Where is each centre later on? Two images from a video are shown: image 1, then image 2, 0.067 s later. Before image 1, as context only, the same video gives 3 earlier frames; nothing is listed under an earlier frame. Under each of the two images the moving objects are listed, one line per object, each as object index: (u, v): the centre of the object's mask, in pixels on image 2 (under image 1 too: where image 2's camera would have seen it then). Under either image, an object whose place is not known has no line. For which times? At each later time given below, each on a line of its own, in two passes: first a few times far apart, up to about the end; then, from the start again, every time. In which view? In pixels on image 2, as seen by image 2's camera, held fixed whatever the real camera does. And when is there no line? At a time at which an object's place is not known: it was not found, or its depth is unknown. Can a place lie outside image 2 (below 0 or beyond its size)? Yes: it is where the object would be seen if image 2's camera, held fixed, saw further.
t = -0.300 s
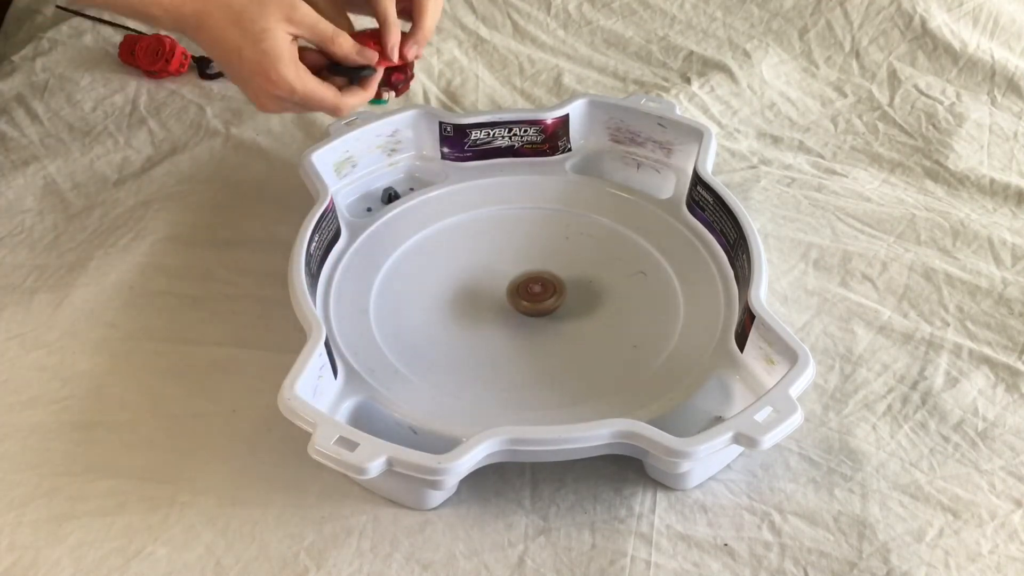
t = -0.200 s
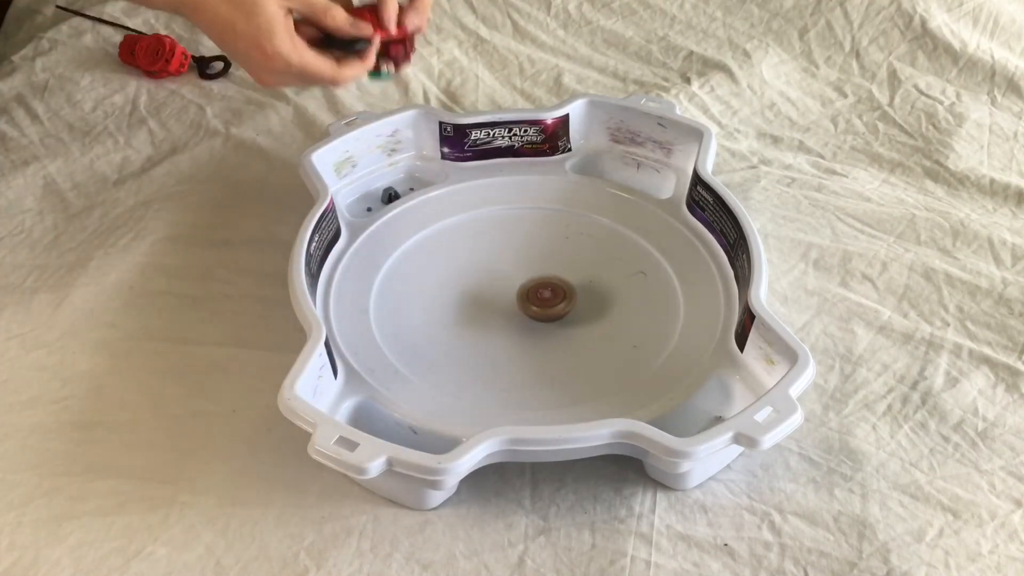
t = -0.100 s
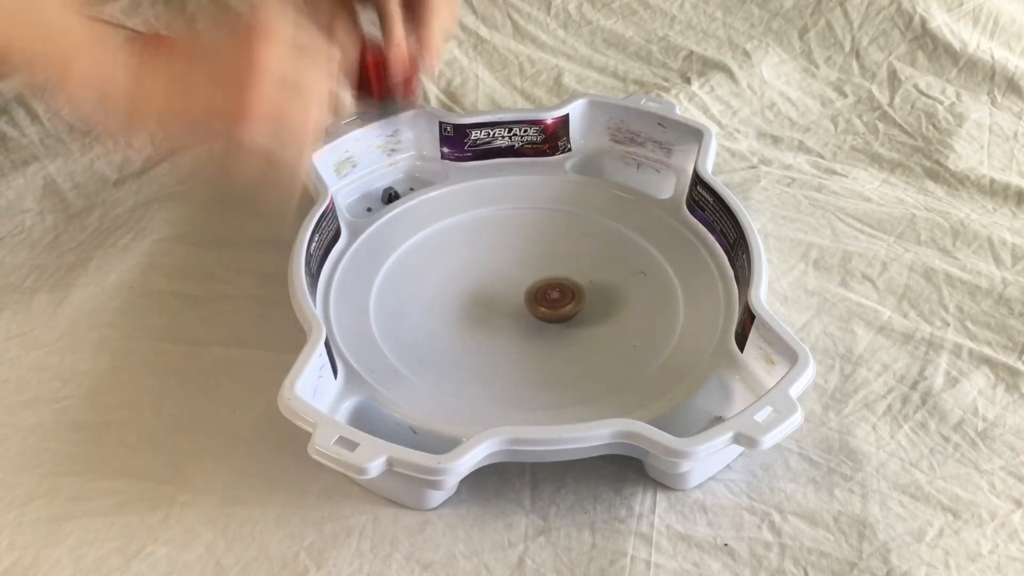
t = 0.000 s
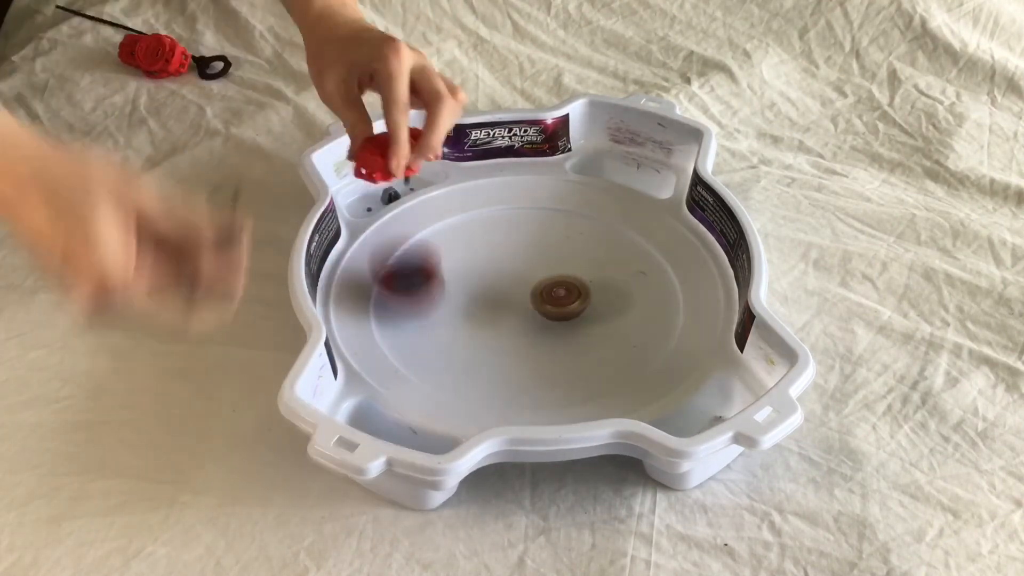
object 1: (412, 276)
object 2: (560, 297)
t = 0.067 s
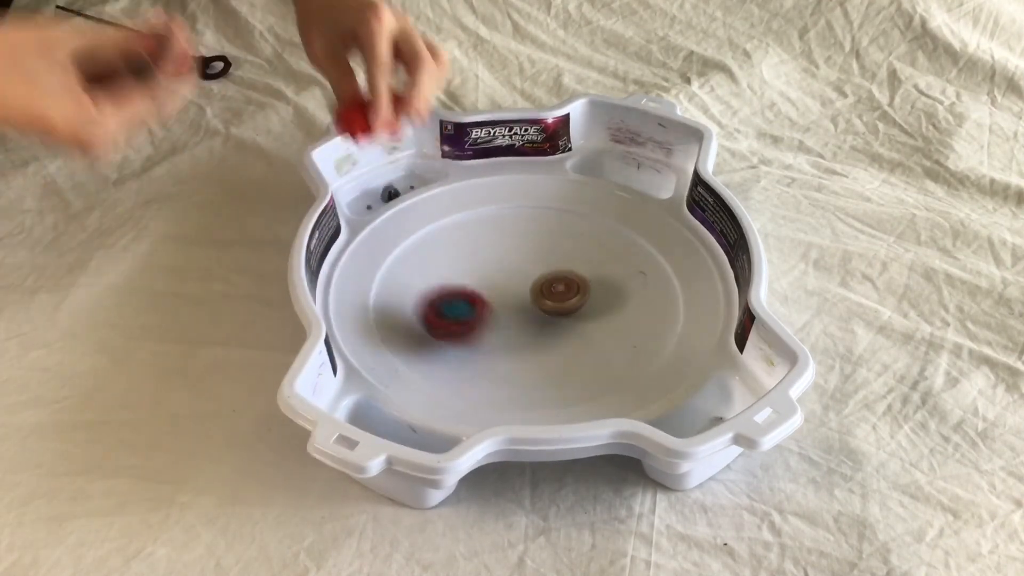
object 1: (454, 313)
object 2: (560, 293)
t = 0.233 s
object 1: (589, 350)
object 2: (547, 291)
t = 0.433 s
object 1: (652, 253)
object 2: (532, 304)
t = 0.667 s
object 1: (450, 209)
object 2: (539, 313)
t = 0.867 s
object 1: (430, 354)
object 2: (539, 305)
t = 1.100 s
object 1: (672, 289)
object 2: (514, 301)
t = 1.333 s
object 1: (449, 210)
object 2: (499, 309)
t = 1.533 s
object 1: (428, 355)
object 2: (509, 309)
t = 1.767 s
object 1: (668, 310)
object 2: (507, 292)
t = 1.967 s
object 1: (584, 202)
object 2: (491, 283)
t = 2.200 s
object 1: (398, 248)
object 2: (488, 290)
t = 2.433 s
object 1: (490, 377)
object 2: (508, 283)
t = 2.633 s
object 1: (656, 328)
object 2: (510, 273)
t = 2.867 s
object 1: (602, 209)
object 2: (506, 274)
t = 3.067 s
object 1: (432, 219)
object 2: (520, 279)
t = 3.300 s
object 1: (427, 348)
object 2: (536, 276)
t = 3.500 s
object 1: (626, 350)
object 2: (536, 273)
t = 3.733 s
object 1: (621, 218)
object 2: (536, 286)
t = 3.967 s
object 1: (430, 220)
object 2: (551, 294)
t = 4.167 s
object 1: (402, 330)
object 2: (550, 292)
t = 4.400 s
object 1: (612, 356)
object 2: (537, 299)
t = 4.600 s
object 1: (653, 244)
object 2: (532, 307)
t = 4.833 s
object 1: (482, 201)
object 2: (531, 309)
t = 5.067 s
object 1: (388, 299)
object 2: (521, 304)
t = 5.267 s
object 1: (525, 367)
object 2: (507, 299)
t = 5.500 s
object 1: (653, 273)
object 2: (498, 298)
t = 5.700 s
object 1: (554, 200)
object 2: (501, 295)
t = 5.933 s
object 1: (409, 243)
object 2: (505, 285)
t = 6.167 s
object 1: (462, 349)
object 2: (500, 277)
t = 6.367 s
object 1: (616, 327)
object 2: (502, 281)
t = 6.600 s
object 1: (592, 220)
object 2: (518, 282)
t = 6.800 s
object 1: (470, 213)
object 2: (531, 281)
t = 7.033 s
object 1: (420, 308)
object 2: (537, 279)
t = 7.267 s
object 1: (570, 345)
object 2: (536, 284)
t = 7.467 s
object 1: (622, 268)
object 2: (538, 292)
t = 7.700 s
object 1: (513, 225)
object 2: (542, 298)
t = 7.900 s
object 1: (441, 281)
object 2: (541, 300)
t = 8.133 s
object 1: (513, 340)
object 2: (538, 293)
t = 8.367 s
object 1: (591, 331)
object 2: (536, 257)
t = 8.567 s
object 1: (590, 280)
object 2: (516, 252)
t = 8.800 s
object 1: (572, 275)
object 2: (404, 237)
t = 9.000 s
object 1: (535, 284)
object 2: (405, 288)
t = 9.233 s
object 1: (529, 320)
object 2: (461, 309)
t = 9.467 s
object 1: (580, 313)
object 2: (510, 294)
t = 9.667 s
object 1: (598, 292)
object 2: (520, 252)
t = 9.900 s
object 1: (547, 298)
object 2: (525, 211)
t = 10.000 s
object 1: (534, 329)
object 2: (507, 200)
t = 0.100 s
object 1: (480, 336)
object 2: (559, 292)
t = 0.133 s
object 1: (506, 347)
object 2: (557, 291)
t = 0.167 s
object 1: (534, 354)
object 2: (555, 291)
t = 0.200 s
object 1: (562, 355)
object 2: (551, 291)
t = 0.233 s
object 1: (589, 350)
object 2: (547, 291)
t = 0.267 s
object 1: (615, 342)
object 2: (543, 292)
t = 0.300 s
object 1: (634, 329)
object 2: (539, 294)
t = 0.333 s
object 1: (649, 313)
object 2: (536, 296)
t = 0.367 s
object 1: (657, 293)
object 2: (534, 298)
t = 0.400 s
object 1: (658, 273)
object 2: (533, 301)
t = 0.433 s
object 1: (652, 253)
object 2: (532, 304)
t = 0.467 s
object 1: (639, 233)
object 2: (531, 306)
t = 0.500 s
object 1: (621, 216)
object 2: (531, 309)
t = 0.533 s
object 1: (590, 205)
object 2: (532, 311)
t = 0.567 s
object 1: (557, 196)
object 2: (533, 312)
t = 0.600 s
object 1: (521, 195)
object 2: (535, 313)
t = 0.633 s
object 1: (485, 199)
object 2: (537, 313)
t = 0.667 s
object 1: (450, 209)
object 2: (539, 313)
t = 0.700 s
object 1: (420, 225)
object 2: (541, 313)
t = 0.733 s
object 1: (395, 248)
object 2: (542, 312)
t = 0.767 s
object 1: (384, 276)
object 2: (543, 310)
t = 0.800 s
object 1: (386, 305)
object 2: (542, 309)
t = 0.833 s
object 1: (401, 331)
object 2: (541, 307)
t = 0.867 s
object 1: (430, 354)
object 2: (539, 305)
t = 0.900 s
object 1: (470, 371)
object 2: (536, 304)
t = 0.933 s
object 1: (516, 379)
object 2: (532, 303)
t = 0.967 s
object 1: (565, 378)
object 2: (528, 302)
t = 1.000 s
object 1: (607, 364)
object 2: (525, 302)
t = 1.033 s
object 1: (642, 344)
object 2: (522, 301)
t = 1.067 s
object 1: (664, 319)
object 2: (518, 301)
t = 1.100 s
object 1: (672, 289)
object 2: (514, 301)
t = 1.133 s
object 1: (665, 260)
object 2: (510, 302)
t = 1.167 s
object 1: (646, 234)
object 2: (506, 303)
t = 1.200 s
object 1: (616, 214)
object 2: (503, 304)
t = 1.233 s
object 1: (577, 200)
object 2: (501, 305)
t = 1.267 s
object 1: (535, 195)
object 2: (500, 306)
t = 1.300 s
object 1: (489, 198)
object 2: (499, 308)
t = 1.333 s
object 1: (449, 210)
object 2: (499, 309)
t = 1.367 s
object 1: (418, 228)
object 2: (500, 310)
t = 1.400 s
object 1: (393, 252)
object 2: (501, 311)
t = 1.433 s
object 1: (383, 279)
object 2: (503, 311)
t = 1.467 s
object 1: (385, 307)
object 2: (505, 311)
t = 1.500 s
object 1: (401, 333)
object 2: (507, 310)
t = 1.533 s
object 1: (428, 355)
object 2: (509, 309)
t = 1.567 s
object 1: (464, 371)
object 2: (510, 307)
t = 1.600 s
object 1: (507, 379)
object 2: (511, 304)
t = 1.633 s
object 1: (552, 378)
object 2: (511, 302)
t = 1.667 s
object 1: (594, 367)
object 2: (510, 299)
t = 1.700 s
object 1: (630, 352)
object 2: (509, 297)
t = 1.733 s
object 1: (655, 332)
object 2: (508, 295)
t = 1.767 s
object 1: (668, 310)
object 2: (507, 292)
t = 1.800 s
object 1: (672, 286)
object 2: (505, 290)
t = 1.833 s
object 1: (667, 263)
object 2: (503, 288)
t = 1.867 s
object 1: (654, 242)
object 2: (500, 286)
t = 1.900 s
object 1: (635, 225)
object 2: (497, 285)
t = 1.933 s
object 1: (612, 213)
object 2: (494, 284)
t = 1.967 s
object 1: (584, 202)
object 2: (491, 283)
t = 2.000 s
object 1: (557, 197)
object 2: (488, 284)
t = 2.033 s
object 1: (527, 195)
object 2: (485, 284)
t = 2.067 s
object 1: (497, 197)
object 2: (484, 285)
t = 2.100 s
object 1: (467, 204)
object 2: (483, 286)
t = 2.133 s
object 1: (441, 214)
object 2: (484, 287)
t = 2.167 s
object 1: (417, 229)
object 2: (485, 289)
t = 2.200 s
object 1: (398, 248)
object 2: (488, 290)
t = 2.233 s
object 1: (387, 268)
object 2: (491, 290)
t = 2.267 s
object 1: (383, 291)
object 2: (494, 291)
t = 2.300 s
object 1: (389, 314)
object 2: (498, 290)
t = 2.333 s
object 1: (403, 335)
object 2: (501, 289)
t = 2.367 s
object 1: (425, 353)
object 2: (504, 287)
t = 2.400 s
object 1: (455, 367)
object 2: (506, 285)
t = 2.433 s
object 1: (490, 377)
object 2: (508, 283)
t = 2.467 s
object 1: (526, 379)
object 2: (509, 281)
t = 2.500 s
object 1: (562, 377)
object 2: (510, 279)
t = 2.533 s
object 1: (594, 368)
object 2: (510, 278)
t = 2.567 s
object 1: (621, 358)
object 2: (510, 276)
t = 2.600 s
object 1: (642, 344)
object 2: (510, 275)
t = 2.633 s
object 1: (656, 328)
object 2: (510, 273)
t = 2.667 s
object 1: (666, 309)
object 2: (509, 272)
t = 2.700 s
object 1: (670, 288)
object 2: (508, 272)
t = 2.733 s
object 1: (669, 270)
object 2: (507, 271)
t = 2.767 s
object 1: (661, 252)
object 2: (506, 271)
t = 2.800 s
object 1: (645, 236)
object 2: (506, 272)
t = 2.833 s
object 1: (627, 221)
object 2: (506, 273)
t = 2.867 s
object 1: (602, 209)
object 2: (506, 274)
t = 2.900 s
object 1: (574, 201)
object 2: (508, 276)
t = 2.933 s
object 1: (542, 196)
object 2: (510, 277)
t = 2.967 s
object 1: (511, 196)
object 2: (512, 277)
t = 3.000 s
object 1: (482, 200)
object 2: (515, 278)
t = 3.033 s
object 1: (455, 208)
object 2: (517, 278)
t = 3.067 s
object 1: (432, 219)
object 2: (520, 279)
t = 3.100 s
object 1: (411, 234)
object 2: (523, 279)
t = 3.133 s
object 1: (395, 251)
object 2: (525, 279)
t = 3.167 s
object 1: (386, 270)
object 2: (528, 279)
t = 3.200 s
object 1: (384, 291)
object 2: (531, 278)
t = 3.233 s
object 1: (390, 312)
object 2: (533, 278)
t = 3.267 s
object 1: (405, 331)
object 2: (534, 277)
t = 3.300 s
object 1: (427, 348)
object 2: (536, 276)
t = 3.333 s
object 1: (455, 361)
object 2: (537, 275)
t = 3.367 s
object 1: (488, 371)
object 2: (538, 274)
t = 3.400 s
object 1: (526, 374)
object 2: (538, 274)
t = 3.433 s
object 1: (563, 371)
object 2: (537, 273)
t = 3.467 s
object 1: (596, 362)
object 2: (537, 273)
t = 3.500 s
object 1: (626, 350)
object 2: (536, 273)
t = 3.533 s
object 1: (648, 333)
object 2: (535, 274)
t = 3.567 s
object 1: (666, 313)
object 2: (534, 276)
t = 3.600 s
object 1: (672, 291)
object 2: (534, 277)
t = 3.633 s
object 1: (668, 269)
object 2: (534, 280)
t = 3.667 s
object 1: (658, 249)
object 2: (534, 282)
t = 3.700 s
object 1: (642, 232)
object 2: (534, 284)
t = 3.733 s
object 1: (621, 218)
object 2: (536, 286)
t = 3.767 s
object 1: (595, 207)
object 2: (538, 288)
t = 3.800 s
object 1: (567, 198)
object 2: (540, 290)
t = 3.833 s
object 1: (538, 195)
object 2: (542, 292)
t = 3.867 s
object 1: (509, 196)
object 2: (545, 293)
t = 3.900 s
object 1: (480, 201)
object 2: (547, 294)
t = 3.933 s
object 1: (453, 209)
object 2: (549, 294)
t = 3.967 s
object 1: (430, 220)
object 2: (551, 294)
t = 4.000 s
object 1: (411, 234)
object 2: (552, 294)
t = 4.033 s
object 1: (395, 251)
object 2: (552, 293)
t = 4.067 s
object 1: (387, 269)
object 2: (553, 293)
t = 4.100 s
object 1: (385, 289)
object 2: (552, 293)
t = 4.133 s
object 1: (390, 310)
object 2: (552, 292)
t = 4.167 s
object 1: (402, 330)
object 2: (550, 292)
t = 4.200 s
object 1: (422, 346)
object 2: (548, 292)
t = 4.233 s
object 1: (448, 361)
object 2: (546, 293)
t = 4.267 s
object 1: (479, 369)
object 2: (543, 293)
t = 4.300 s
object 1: (514, 374)
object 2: (541, 294)
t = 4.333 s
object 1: (549, 373)
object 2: (539, 296)
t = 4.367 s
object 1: (584, 367)
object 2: (538, 297)
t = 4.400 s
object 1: (612, 356)
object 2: (537, 299)
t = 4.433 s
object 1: (636, 341)
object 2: (535, 300)
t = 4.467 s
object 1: (655, 323)
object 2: (535, 302)
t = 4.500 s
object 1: (666, 303)
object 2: (534, 303)
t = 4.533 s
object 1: (670, 283)
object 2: (533, 304)
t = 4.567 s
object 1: (667, 262)
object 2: (532, 306)
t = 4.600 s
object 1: (653, 244)
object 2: (532, 307)
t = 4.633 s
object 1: (636, 228)
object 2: (531, 308)
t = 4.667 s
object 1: (616, 214)
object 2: (531, 309)
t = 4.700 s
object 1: (589, 205)
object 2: (531, 309)
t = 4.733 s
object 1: (562, 198)
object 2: (531, 309)
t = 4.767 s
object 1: (535, 195)
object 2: (531, 309)
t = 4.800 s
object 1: (509, 196)
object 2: (531, 310)
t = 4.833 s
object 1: (482, 201)
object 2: (531, 309)
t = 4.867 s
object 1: (457, 207)
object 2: (531, 309)
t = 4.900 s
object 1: (435, 218)
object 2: (530, 308)
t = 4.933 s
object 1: (417, 230)
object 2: (529, 307)
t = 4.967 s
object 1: (401, 245)
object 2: (527, 306)
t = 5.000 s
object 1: (390, 261)
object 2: (525, 306)
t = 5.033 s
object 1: (386, 280)
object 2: (523, 305)
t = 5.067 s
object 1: (388, 299)
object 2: (521, 304)
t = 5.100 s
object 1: (397, 317)
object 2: (519, 303)
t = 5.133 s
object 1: (412, 334)
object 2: (517, 302)
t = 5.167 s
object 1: (433, 349)
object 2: (514, 301)
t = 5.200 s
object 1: (461, 361)
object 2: (512, 300)
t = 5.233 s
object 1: (493, 366)
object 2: (510, 300)
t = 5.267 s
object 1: (525, 367)
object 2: (507, 299)
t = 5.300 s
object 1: (556, 364)
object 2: (505, 299)
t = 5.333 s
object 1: (585, 357)
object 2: (504, 299)
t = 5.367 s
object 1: (609, 345)
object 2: (502, 299)
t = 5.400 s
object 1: (629, 330)
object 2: (501, 298)
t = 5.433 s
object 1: (644, 313)
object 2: (500, 298)
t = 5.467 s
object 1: (652, 293)
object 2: (499, 298)
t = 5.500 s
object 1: (653, 273)
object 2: (498, 298)
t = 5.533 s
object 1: (649, 254)
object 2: (498, 298)
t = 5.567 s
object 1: (638, 238)
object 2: (498, 298)
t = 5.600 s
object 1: (624, 223)
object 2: (498, 297)
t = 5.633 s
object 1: (605, 210)
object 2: (499, 297)
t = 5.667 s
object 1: (580, 202)
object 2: (499, 296)
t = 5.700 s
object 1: (554, 200)
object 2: (501, 295)
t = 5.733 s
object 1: (528, 198)
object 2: (502, 294)
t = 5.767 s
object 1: (503, 198)
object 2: (503, 293)
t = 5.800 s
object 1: (479, 200)
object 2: (504, 291)
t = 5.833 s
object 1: (458, 208)
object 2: (504, 290)
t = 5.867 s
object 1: (438, 218)
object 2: (504, 288)
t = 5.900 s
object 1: (422, 229)
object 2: (505, 287)
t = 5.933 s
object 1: (409, 243)
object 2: (505, 285)
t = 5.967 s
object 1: (401, 258)
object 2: (504, 283)
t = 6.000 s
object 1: (397, 274)
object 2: (504, 282)
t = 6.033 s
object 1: (398, 292)
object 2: (504, 280)
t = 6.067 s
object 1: (406, 309)
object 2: (503, 279)
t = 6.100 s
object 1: (419, 324)
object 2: (502, 278)
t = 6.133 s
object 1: (437, 339)
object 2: (501, 277)
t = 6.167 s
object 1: (462, 349)
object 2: (500, 277)
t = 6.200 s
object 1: (490, 356)
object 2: (499, 277)
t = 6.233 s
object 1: (518, 359)
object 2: (499, 278)
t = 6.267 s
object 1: (548, 357)
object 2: (498, 279)
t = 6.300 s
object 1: (574, 349)
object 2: (499, 280)
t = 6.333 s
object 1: (597, 339)
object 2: (501, 281)
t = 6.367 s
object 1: (616, 327)
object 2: (502, 281)
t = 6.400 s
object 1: (628, 311)
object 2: (505, 281)
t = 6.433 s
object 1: (636, 294)
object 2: (506, 281)
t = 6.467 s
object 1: (637, 277)
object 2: (508, 282)
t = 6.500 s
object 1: (633, 260)
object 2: (511, 282)
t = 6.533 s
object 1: (623, 244)
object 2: (513, 282)
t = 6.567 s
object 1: (609, 231)
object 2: (515, 282)
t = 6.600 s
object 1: (592, 220)
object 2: (518, 282)
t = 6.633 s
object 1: (573, 212)
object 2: (521, 282)
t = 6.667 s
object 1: (553, 207)
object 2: (523, 282)
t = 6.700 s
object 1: (532, 205)
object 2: (525, 282)
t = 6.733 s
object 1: (510, 205)
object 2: (527, 282)
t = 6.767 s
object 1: (490, 208)
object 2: (529, 281)
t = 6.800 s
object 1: (470, 213)
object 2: (531, 281)
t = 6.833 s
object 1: (453, 221)
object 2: (533, 280)
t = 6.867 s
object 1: (436, 232)
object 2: (534, 280)
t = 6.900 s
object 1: (425, 244)
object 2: (535, 280)
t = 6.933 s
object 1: (417, 258)
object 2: (536, 279)
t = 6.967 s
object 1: (413, 274)
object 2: (537, 279)
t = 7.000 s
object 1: (414, 291)
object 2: (537, 279)
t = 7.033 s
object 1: (420, 308)
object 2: (537, 279)
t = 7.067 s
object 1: (432, 322)
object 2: (537, 279)
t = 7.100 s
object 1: (451, 335)
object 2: (537, 279)
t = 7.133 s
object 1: (473, 345)
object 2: (537, 280)
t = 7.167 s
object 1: (498, 350)
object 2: (537, 280)
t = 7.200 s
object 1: (522, 352)
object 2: (537, 281)
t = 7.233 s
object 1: (547, 350)
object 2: (536, 282)
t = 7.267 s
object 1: (570, 345)
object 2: (536, 284)
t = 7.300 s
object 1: (589, 336)
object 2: (536, 285)
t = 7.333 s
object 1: (606, 324)
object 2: (536, 286)
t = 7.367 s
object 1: (617, 312)
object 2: (536, 288)
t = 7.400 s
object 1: (624, 298)
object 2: (536, 289)
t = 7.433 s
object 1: (625, 283)
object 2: (537, 291)
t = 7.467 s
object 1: (622, 268)
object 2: (538, 292)
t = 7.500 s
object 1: (615, 256)
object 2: (539, 293)
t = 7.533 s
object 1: (603, 244)
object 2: (539, 295)
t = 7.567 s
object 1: (588, 235)
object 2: (540, 296)
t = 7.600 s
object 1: (569, 227)
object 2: (541, 297)
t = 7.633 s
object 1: (551, 224)
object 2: (541, 298)
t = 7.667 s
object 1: (532, 223)
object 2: (542, 298)
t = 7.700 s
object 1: (513, 225)
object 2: (542, 298)
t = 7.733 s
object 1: (494, 229)
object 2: (542, 299)
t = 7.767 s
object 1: (477, 236)
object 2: (543, 299)
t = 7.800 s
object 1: (462, 245)
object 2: (542, 299)
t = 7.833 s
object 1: (451, 256)
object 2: (542, 299)
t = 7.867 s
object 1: (444, 268)
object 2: (542, 300)
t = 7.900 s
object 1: (441, 281)
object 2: (541, 300)
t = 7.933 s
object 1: (443, 293)
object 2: (540, 300)
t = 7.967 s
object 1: (449, 305)
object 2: (539, 300)
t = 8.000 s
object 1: (459, 316)
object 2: (538, 300)
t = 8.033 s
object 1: (473, 325)
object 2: (537, 300)
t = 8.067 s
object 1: (488, 332)
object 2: (536, 300)
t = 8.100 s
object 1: (503, 336)
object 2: (536, 298)
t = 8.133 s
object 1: (513, 340)
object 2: (538, 293)
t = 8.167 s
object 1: (522, 345)
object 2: (544, 284)
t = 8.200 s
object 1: (534, 347)
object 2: (547, 277)
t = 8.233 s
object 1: (546, 348)
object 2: (547, 271)
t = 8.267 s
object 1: (558, 346)
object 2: (546, 267)
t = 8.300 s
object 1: (570, 342)
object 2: (543, 263)
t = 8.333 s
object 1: (582, 337)
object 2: (540, 260)
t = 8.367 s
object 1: (591, 331)
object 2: (536, 257)
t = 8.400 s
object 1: (598, 323)
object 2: (533, 256)
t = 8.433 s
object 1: (603, 315)
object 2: (530, 254)
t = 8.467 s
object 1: (604, 305)
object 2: (527, 253)
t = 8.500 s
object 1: (602, 297)
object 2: (523, 252)
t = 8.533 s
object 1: (598, 288)
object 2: (520, 252)
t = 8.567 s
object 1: (590, 280)
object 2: (516, 252)
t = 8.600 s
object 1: (580, 273)
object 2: (513, 253)
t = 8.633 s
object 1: (572, 269)
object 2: (507, 251)
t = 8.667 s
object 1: (578, 272)
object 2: (477, 238)
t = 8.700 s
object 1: (581, 274)
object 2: (453, 228)
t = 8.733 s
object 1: (580, 275)
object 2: (432, 224)
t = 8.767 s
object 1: (577, 275)
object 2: (415, 224)
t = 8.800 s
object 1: (572, 275)
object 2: (404, 237)
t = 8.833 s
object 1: (567, 275)
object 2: (399, 251)
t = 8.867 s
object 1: (562, 275)
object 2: (396, 262)
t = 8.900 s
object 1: (556, 276)
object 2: (396, 271)
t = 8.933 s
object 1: (549, 277)
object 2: (397, 278)
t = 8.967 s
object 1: (542, 280)
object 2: (400, 283)
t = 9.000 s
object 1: (535, 284)
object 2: (405, 288)
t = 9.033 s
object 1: (529, 289)
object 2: (410, 292)
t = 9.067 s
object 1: (526, 294)
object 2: (416, 296)
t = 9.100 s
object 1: (523, 300)
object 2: (425, 300)
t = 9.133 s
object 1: (522, 306)
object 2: (433, 303)
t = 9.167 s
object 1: (522, 312)
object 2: (442, 306)
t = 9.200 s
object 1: (524, 317)
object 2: (451, 308)
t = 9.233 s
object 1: (529, 320)
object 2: (461, 309)
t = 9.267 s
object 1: (538, 325)
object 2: (466, 306)
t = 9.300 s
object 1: (546, 327)
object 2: (474, 305)
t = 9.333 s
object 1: (555, 327)
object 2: (481, 303)
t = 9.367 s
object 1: (564, 326)
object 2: (487, 302)
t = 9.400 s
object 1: (571, 323)
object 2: (495, 300)
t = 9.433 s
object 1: (577, 319)
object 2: (503, 297)
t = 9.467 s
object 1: (580, 313)
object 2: (510, 294)
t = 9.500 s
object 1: (581, 308)
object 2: (517, 290)
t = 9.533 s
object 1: (584, 303)
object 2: (518, 283)
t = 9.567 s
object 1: (590, 303)
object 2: (516, 272)
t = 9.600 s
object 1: (595, 300)
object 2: (516, 262)
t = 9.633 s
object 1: (597, 296)
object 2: (518, 256)
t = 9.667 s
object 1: (598, 292)
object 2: (520, 252)
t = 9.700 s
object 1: (595, 288)
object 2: (521, 248)
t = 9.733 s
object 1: (591, 285)
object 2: (522, 245)
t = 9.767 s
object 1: (584, 281)
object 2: (524, 243)
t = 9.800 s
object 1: (575, 279)
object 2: (525, 241)
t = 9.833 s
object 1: (565, 279)
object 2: (526, 239)
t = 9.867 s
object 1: (554, 281)
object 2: (527, 236)
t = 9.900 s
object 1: (547, 298)
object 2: (525, 211)
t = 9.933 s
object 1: (540, 312)
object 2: (520, 194)
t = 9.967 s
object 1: (536, 321)
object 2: (514, 192)
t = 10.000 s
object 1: (534, 329)
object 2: (507, 200)
